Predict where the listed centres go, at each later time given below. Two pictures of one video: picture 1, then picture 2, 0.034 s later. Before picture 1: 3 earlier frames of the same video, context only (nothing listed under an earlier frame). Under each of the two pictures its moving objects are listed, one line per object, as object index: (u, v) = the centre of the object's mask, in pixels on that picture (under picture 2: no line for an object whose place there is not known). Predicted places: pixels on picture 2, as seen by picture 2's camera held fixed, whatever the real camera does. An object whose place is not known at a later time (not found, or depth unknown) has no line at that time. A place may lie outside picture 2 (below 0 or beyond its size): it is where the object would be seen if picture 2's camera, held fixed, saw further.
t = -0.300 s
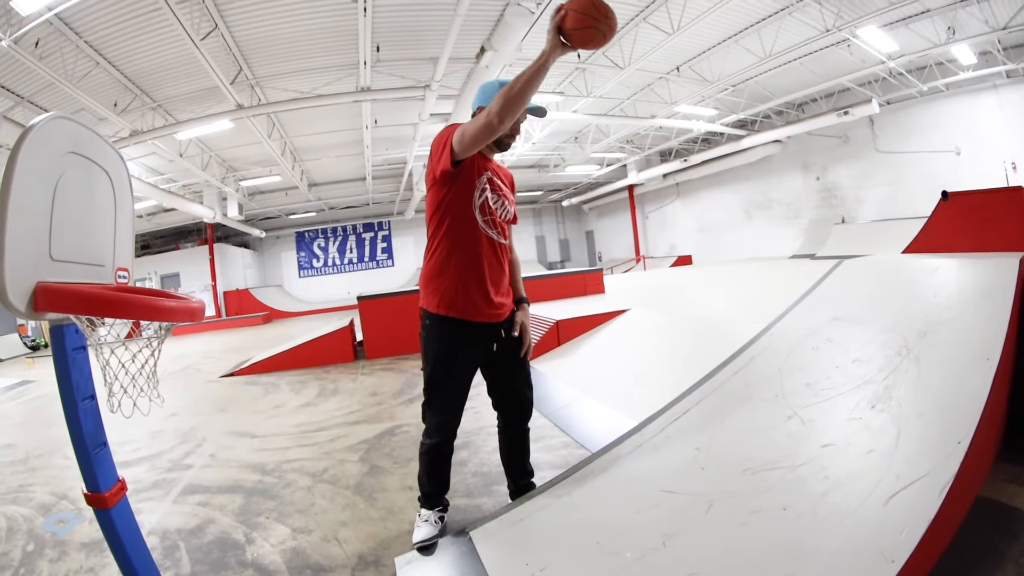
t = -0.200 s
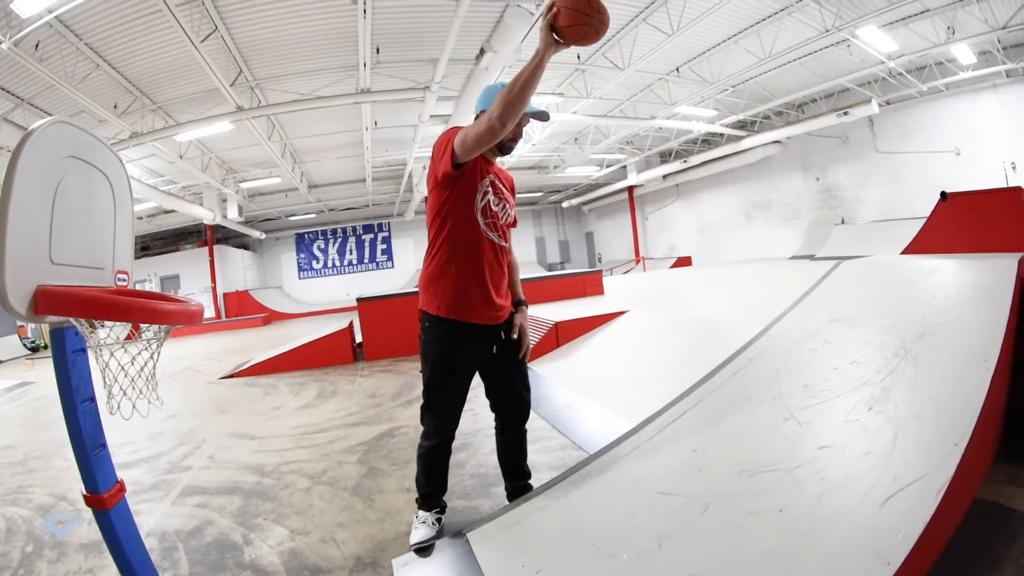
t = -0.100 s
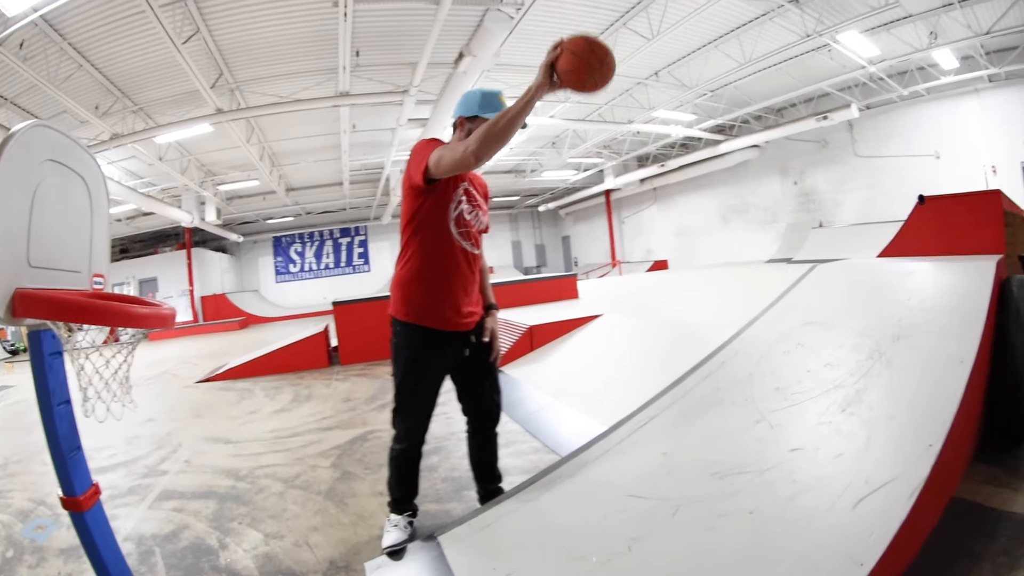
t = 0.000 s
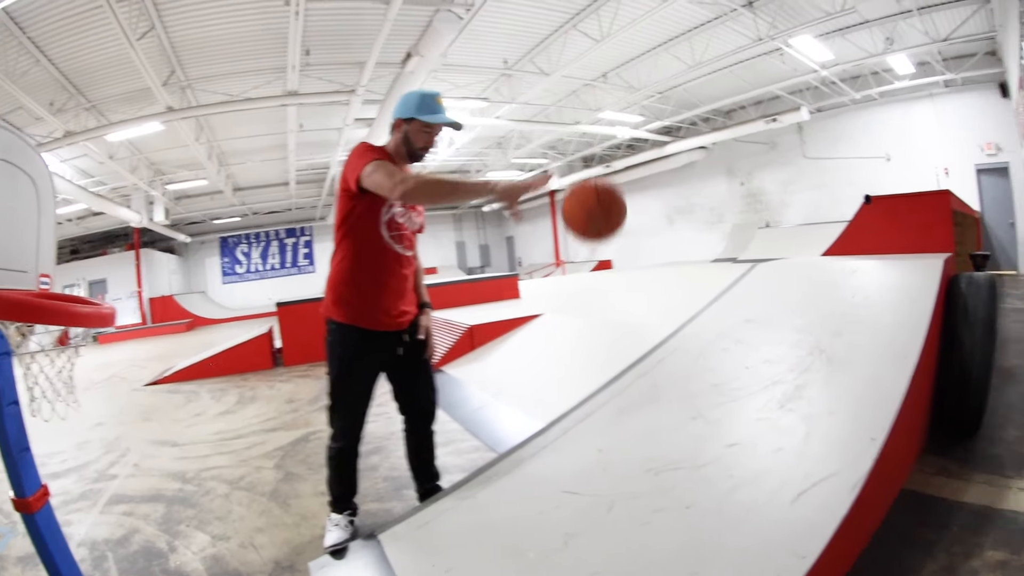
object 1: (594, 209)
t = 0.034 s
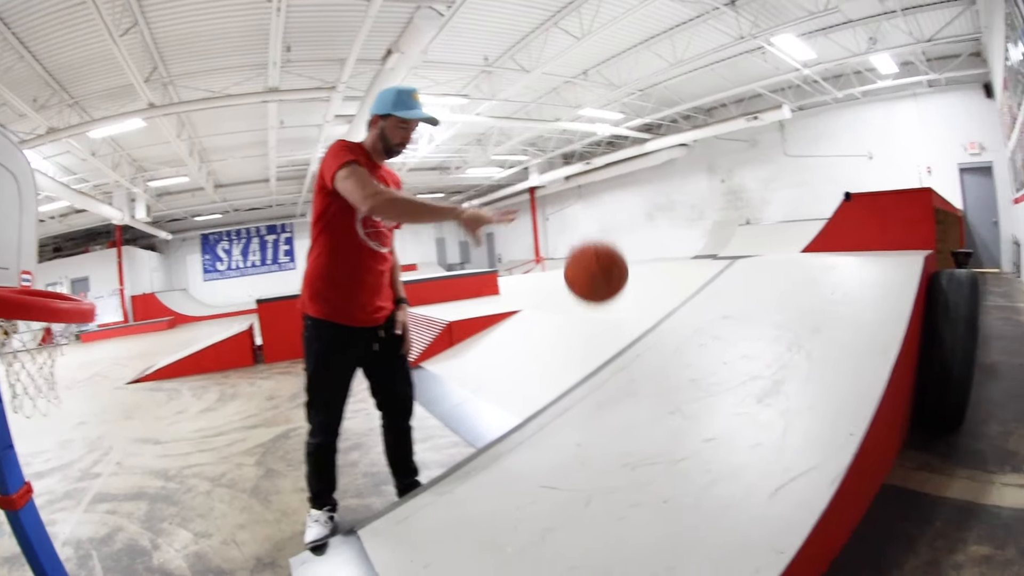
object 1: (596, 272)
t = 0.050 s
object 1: (606, 306)
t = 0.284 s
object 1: (533, 206)
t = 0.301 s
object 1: (525, 187)
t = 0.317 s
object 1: (516, 169)
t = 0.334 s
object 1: (508, 152)
